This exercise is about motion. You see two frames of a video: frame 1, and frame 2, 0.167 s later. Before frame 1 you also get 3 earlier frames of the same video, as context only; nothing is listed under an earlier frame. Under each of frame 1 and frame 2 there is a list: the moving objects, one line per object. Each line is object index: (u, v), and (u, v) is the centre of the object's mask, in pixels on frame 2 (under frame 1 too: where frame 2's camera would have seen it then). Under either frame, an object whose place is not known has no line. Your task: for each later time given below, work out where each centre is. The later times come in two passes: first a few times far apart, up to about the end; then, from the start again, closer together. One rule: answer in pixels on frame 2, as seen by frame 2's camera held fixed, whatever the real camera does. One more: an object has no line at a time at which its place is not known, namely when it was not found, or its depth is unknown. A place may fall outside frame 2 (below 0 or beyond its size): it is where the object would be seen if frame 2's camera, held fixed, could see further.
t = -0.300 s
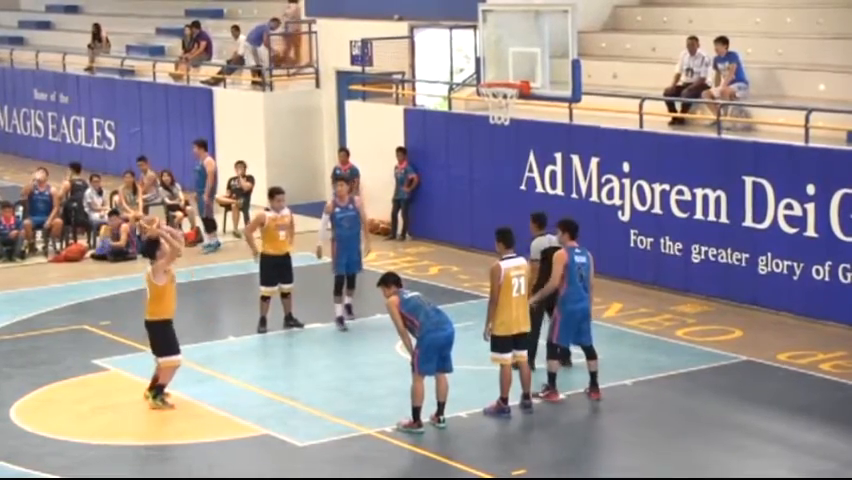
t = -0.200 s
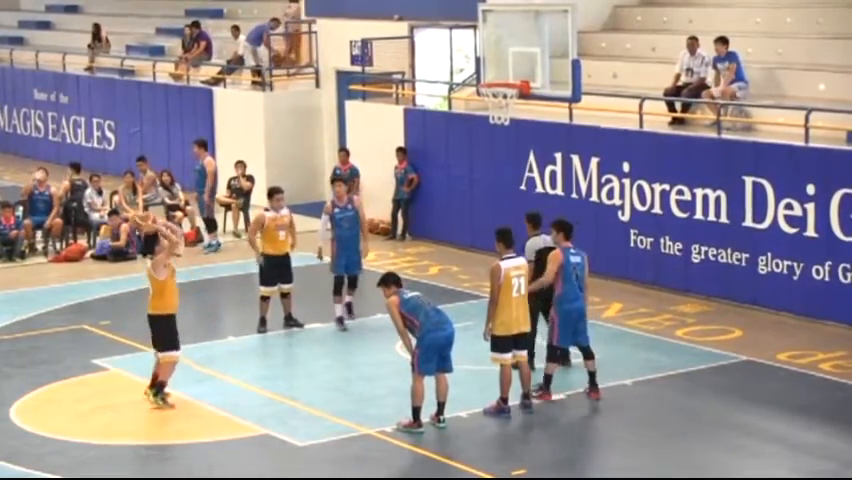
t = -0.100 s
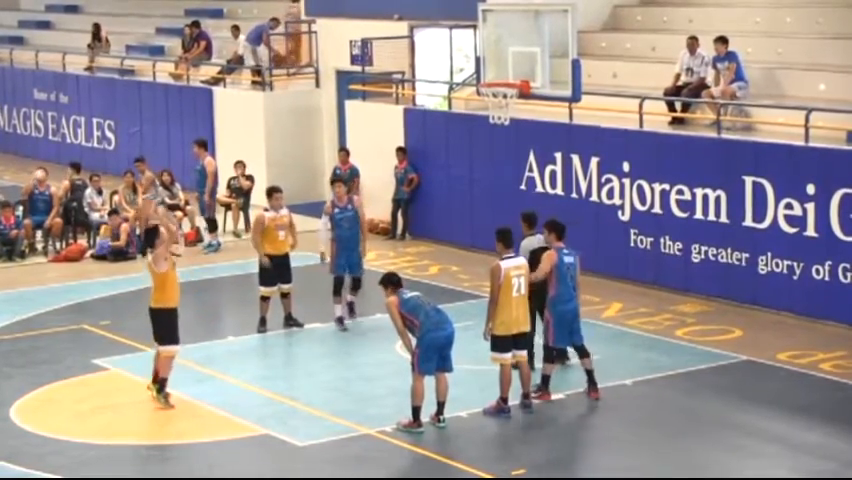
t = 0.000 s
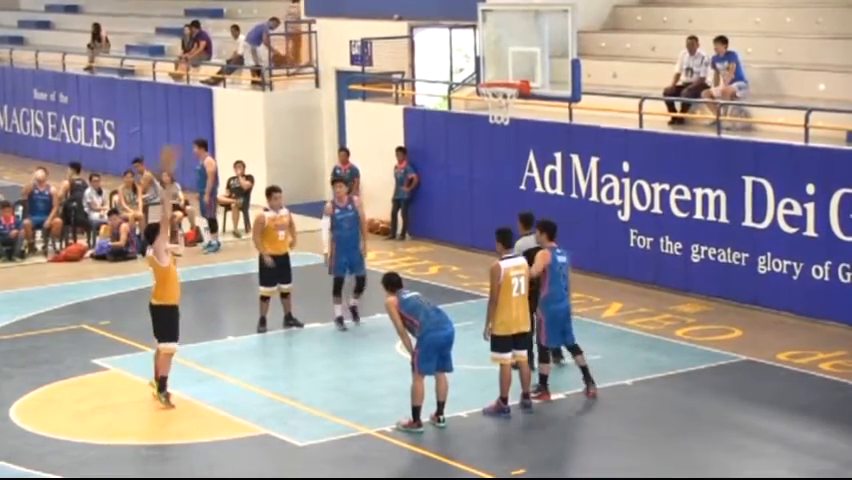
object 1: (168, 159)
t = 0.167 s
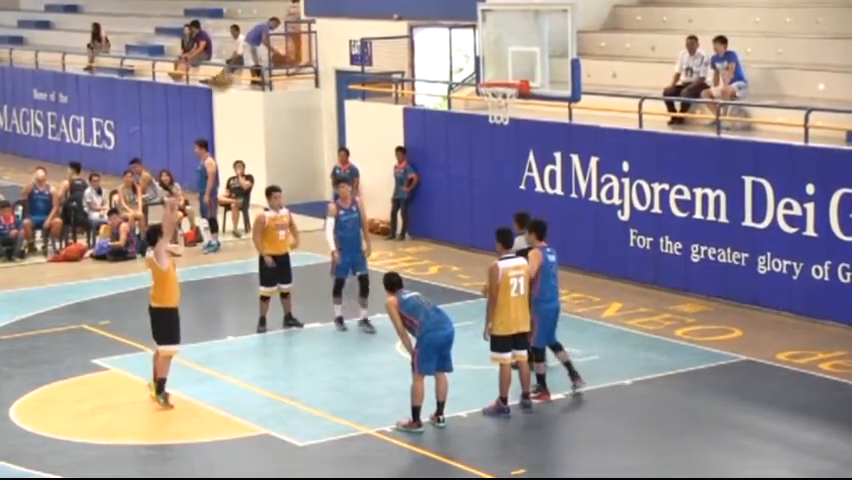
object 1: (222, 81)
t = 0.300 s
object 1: (263, 35)
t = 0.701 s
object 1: (384, 6)
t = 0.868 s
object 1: (428, 29)
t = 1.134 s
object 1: (456, 61)
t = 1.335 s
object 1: (419, 53)
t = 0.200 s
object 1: (232, 62)
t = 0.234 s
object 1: (241, 57)
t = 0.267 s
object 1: (253, 43)
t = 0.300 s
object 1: (263, 35)
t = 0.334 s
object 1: (272, 23)
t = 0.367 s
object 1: (276, 22)
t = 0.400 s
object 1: (292, 14)
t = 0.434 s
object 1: (301, 9)
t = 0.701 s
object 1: (384, 6)
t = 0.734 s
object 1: (389, 7)
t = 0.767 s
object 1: (401, 9)
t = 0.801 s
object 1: (409, 13)
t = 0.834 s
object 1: (419, 20)
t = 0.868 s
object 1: (428, 29)
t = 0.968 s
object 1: (458, 57)
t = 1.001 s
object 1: (466, 69)
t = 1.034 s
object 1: (471, 75)
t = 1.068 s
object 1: (467, 72)
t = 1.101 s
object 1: (462, 66)
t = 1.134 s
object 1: (456, 61)
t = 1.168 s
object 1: (448, 57)
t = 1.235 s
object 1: (437, 53)
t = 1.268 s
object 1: (431, 52)
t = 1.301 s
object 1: (425, 52)
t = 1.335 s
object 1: (419, 53)
